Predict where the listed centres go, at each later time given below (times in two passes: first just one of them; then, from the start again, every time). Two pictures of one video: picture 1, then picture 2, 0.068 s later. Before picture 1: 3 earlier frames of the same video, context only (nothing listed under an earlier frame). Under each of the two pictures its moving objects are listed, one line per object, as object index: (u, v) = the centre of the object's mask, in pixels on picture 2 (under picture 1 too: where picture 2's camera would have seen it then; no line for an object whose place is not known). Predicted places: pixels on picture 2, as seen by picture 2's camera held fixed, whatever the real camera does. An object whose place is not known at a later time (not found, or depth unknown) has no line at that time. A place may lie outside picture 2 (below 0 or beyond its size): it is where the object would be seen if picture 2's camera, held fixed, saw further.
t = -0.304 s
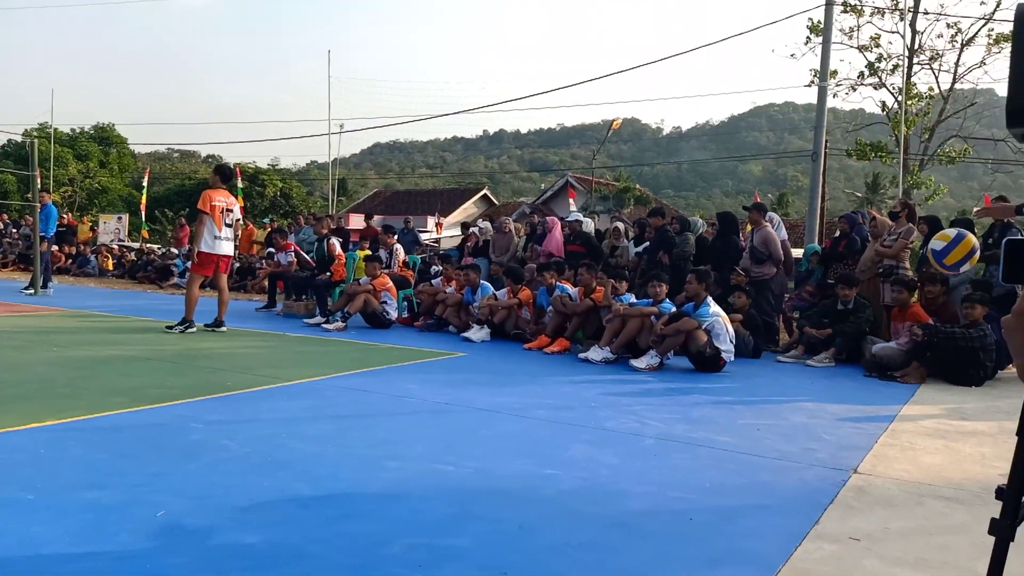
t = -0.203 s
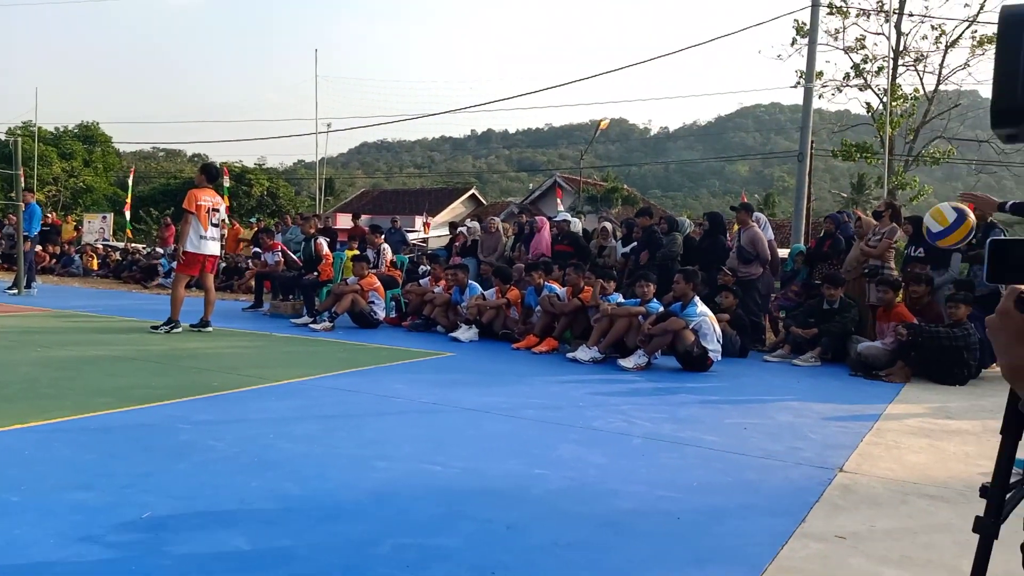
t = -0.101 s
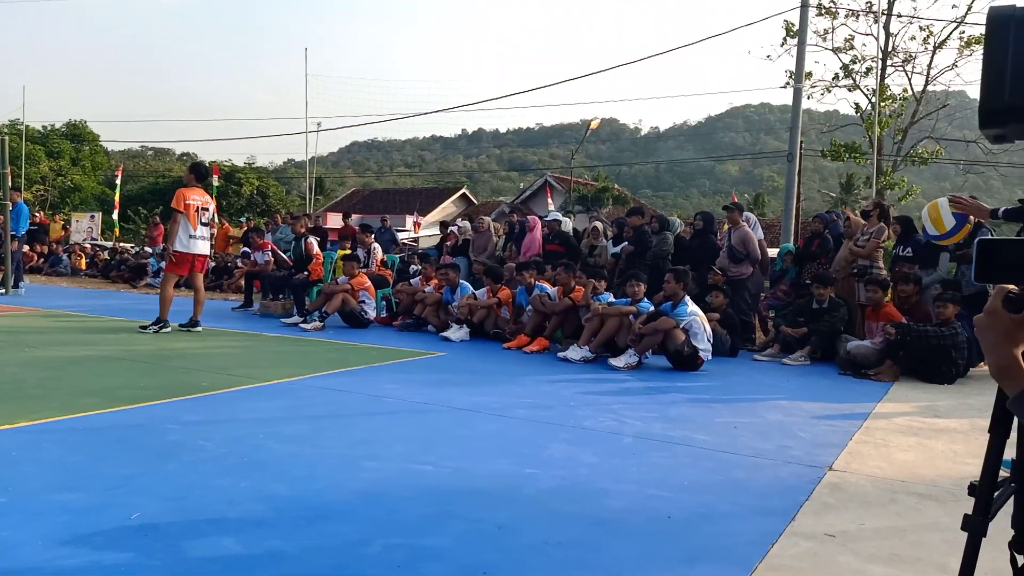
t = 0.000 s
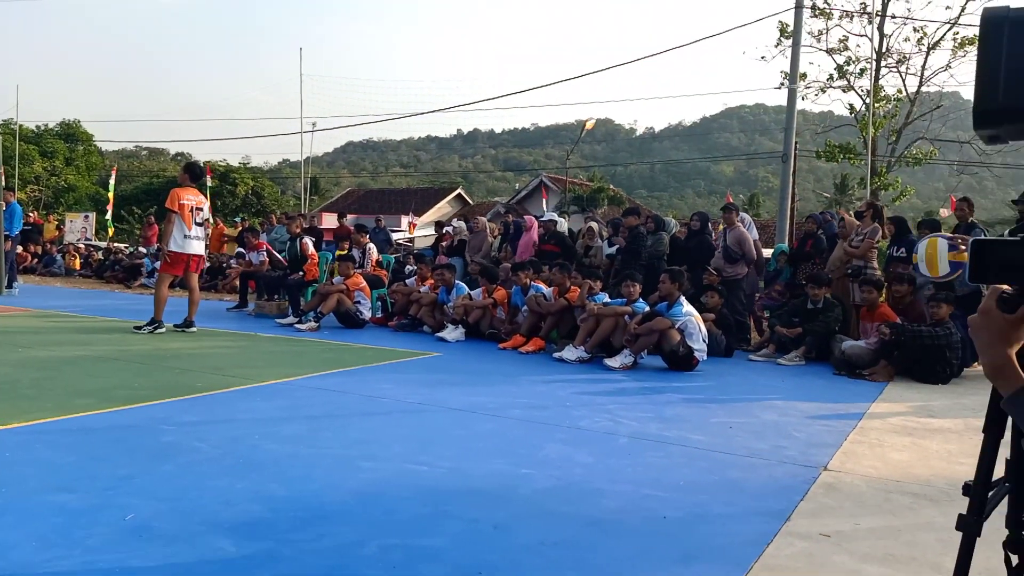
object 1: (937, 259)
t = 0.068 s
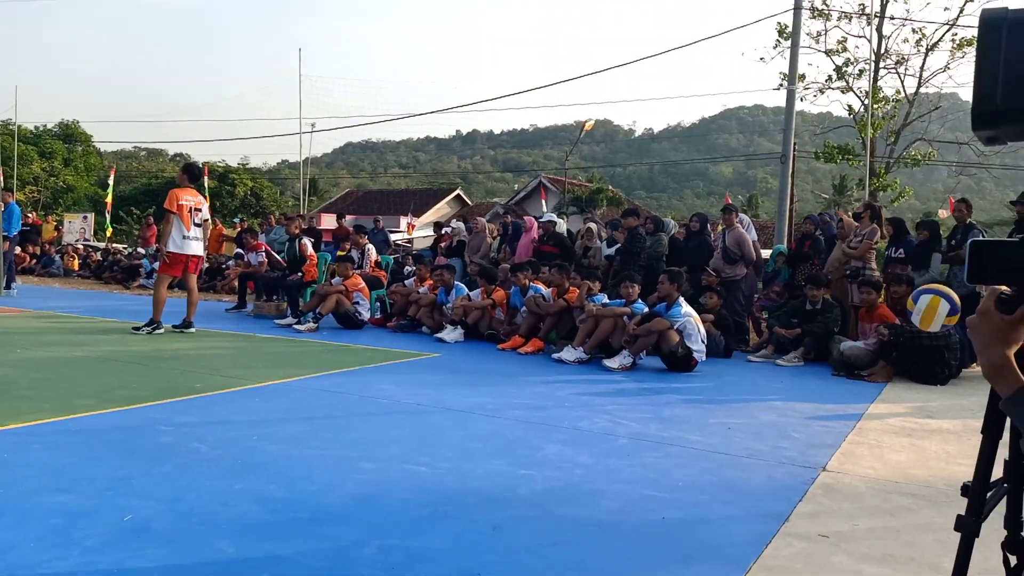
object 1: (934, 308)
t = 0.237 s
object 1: (924, 441)
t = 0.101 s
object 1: (931, 337)
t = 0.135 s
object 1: (928, 367)
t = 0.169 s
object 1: (926, 400)
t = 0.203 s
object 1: (923, 436)
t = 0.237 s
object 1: (924, 441)
